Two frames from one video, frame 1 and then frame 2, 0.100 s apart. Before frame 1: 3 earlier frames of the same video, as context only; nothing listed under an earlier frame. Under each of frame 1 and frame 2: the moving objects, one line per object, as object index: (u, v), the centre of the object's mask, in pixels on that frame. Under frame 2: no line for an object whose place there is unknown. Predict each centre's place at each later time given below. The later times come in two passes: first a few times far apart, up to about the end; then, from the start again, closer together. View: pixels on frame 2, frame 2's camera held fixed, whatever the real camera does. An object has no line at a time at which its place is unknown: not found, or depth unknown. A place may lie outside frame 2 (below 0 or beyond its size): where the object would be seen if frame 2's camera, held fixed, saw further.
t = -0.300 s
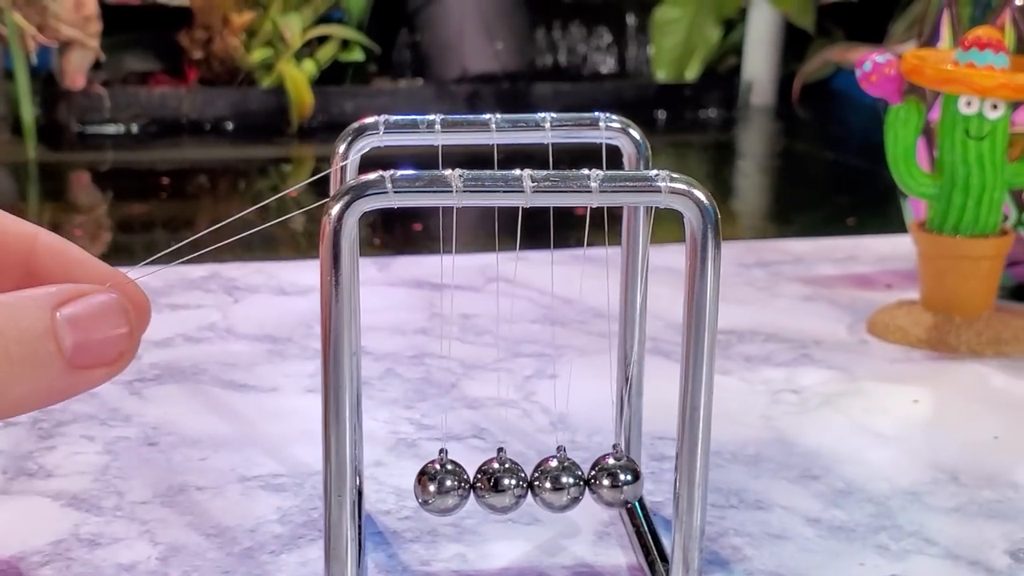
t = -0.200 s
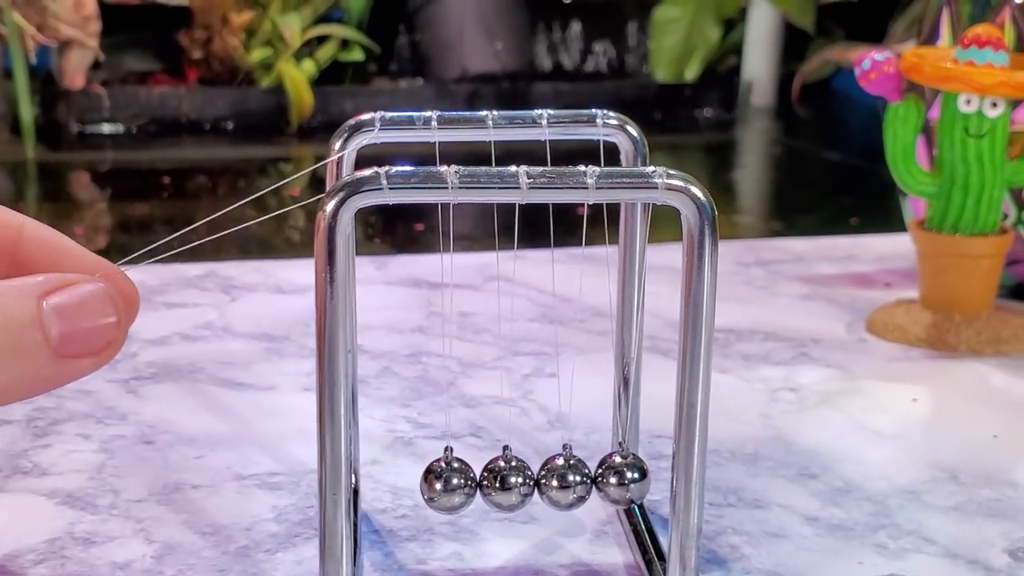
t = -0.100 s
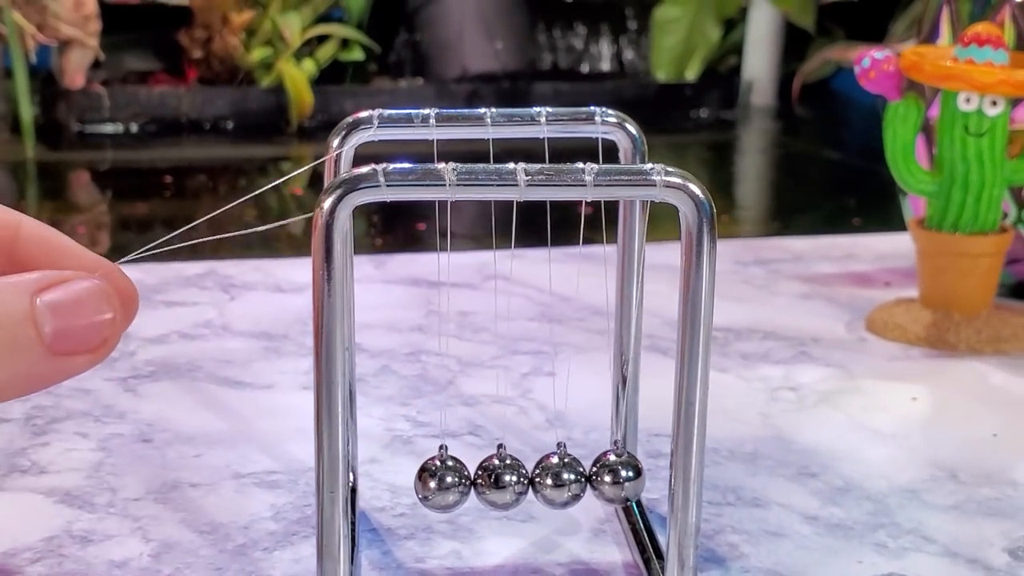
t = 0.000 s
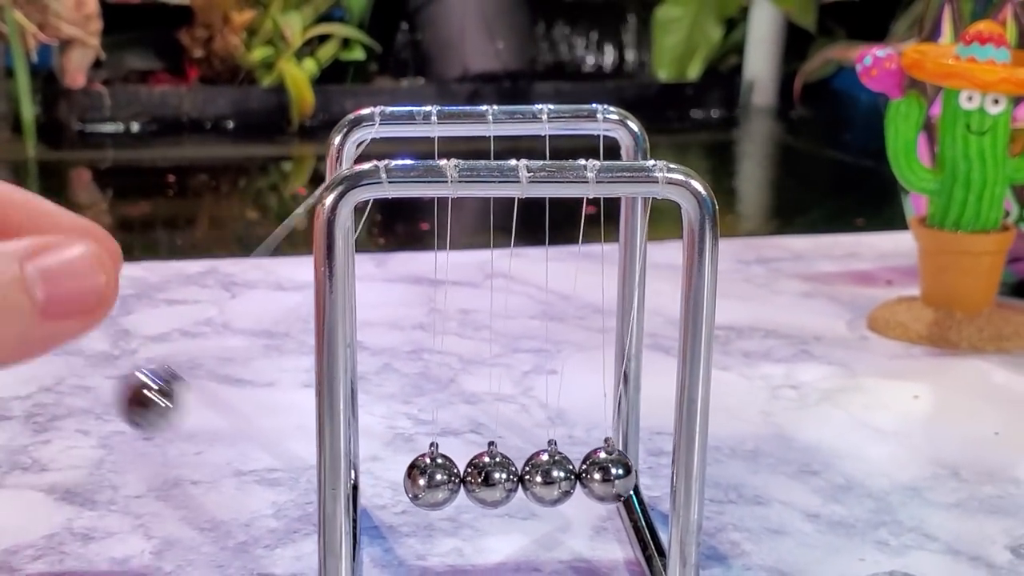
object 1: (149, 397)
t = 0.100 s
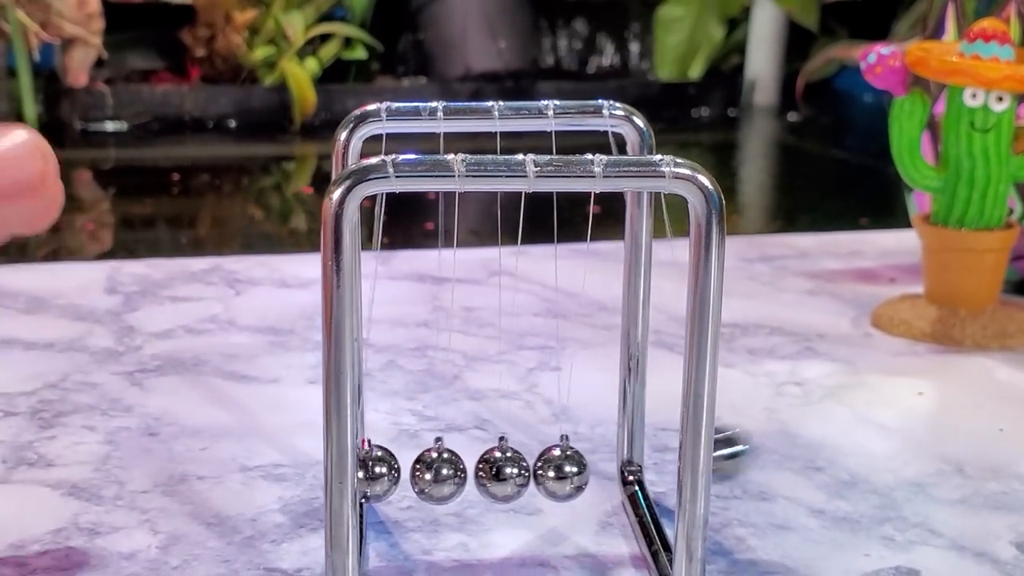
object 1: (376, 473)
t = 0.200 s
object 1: (378, 474)
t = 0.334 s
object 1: (391, 471)
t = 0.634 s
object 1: (384, 475)
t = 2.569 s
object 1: (297, 466)
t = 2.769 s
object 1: (436, 472)
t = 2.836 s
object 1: (427, 473)
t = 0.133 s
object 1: (377, 469)
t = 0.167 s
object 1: (377, 472)
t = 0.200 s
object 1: (378, 474)
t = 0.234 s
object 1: (381, 473)
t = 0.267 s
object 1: (384, 473)
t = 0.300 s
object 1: (388, 475)
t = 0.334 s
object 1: (391, 471)
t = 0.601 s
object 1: (380, 474)
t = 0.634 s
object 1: (384, 475)
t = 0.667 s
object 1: (389, 475)
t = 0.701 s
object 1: (394, 475)
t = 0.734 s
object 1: (397, 474)
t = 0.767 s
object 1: (397, 474)
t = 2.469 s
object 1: (308, 470)
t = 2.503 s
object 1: (295, 465)
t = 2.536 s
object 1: (289, 464)
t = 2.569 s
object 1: (297, 466)
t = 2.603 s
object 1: (310, 471)
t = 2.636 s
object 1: (369, 475)
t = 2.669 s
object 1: (391, 476)
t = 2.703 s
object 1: (412, 475)
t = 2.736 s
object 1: (427, 473)
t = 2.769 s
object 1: (436, 472)
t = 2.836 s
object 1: (427, 473)
